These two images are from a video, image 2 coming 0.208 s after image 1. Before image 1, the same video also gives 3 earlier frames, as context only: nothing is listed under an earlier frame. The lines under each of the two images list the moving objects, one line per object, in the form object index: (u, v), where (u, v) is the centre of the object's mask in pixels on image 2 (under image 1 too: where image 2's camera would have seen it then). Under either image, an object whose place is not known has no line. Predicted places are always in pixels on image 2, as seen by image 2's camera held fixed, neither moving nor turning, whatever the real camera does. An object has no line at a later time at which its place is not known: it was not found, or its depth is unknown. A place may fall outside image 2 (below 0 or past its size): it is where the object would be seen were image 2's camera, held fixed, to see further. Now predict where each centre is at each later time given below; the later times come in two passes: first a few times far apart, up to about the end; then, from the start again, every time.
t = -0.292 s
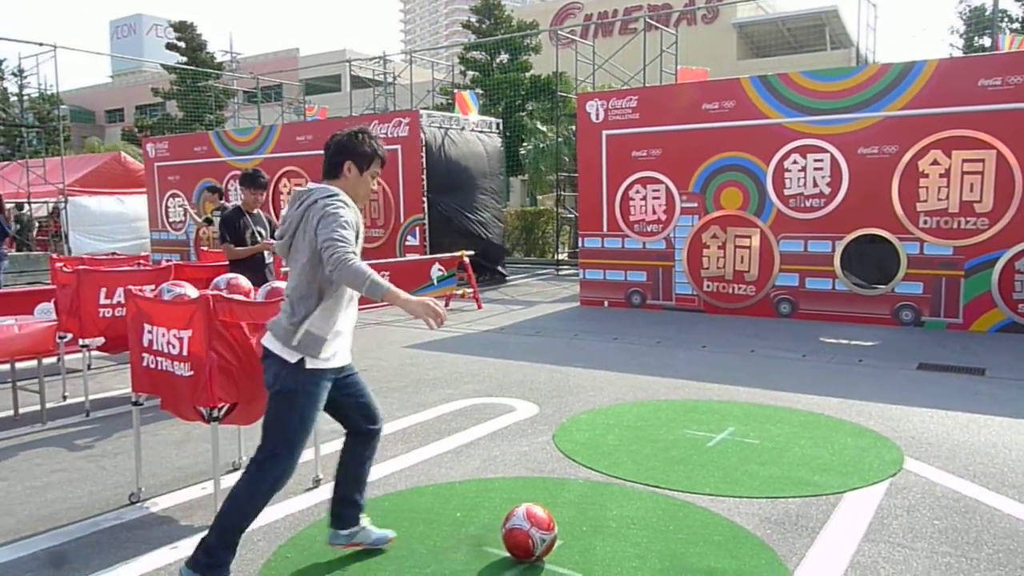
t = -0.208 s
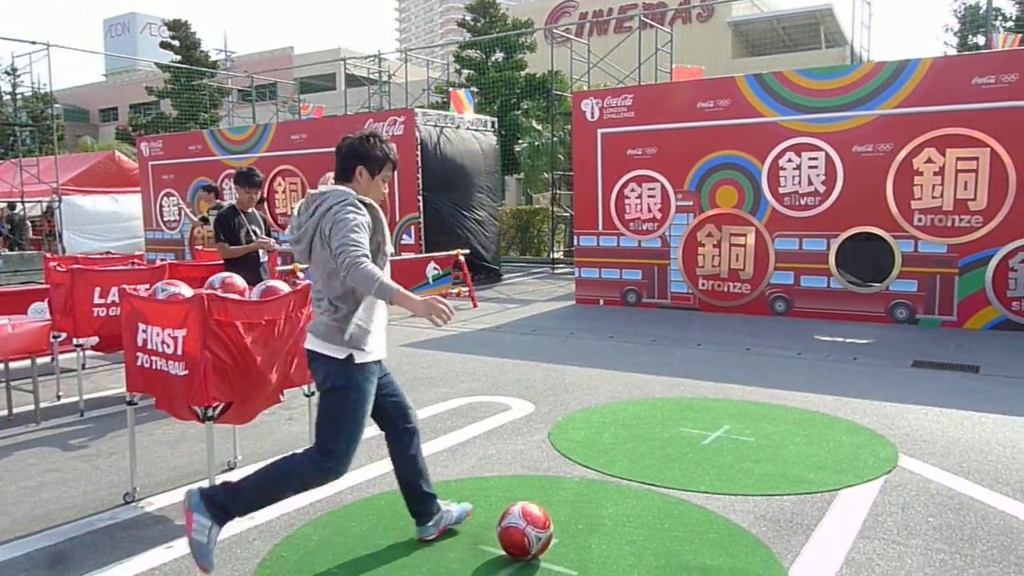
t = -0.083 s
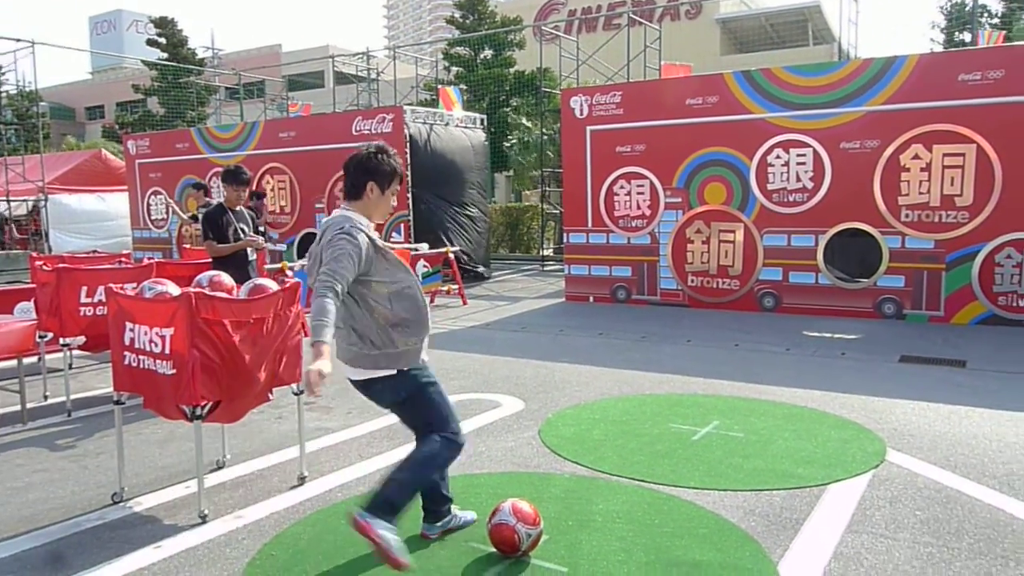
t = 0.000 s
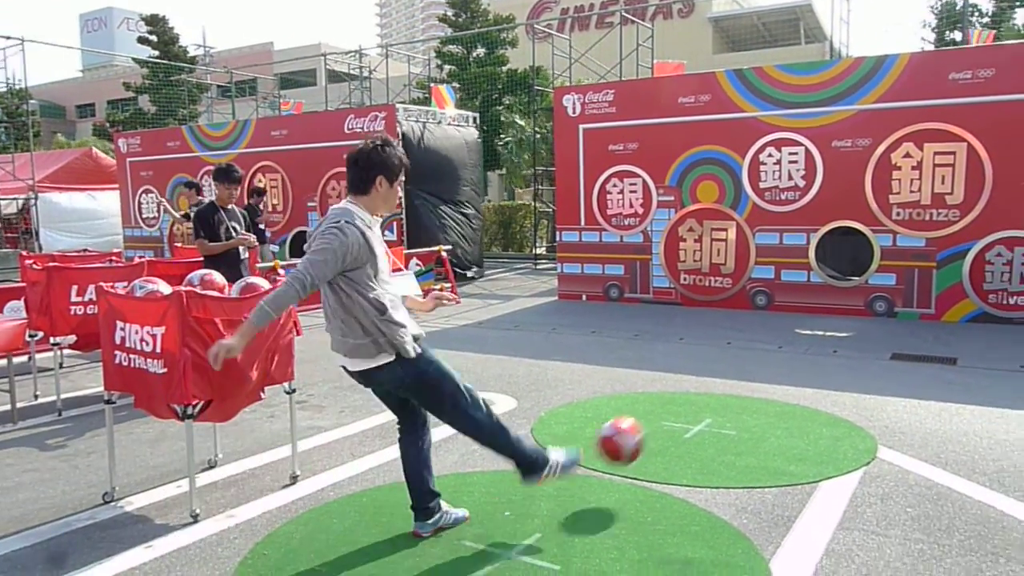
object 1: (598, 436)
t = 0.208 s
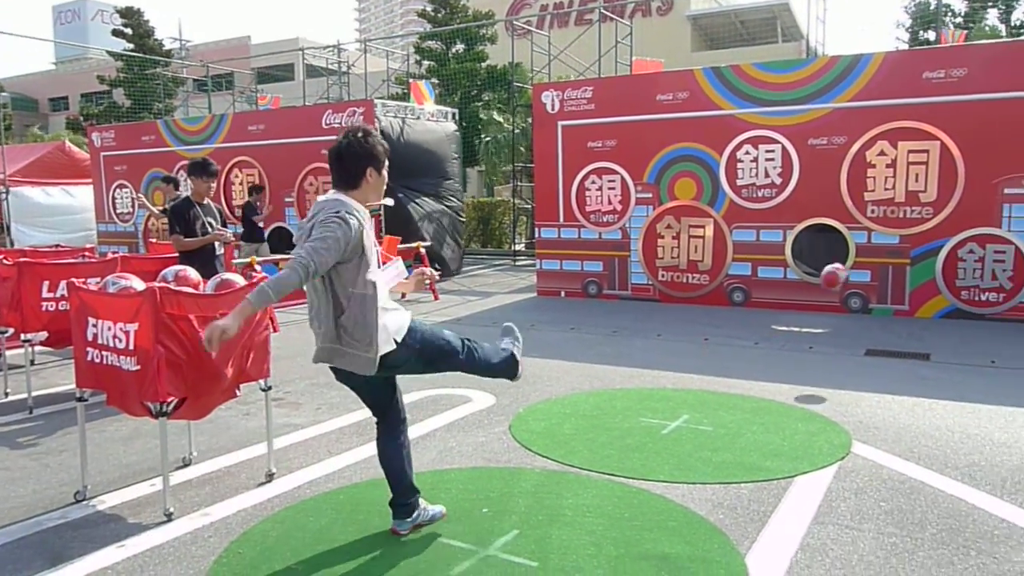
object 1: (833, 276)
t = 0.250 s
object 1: (858, 265)
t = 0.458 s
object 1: (925, 253)
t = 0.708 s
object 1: (975, 358)
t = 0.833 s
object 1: (1006, 322)
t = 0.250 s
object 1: (858, 265)
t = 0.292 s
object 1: (877, 257)
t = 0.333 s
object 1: (892, 252)
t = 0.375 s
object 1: (906, 247)
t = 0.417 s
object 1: (916, 246)
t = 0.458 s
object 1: (925, 253)
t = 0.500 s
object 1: (929, 263)
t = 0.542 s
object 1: (937, 276)
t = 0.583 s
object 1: (944, 290)
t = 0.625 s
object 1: (955, 309)
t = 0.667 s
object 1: (963, 331)
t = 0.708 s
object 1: (975, 358)
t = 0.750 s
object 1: (985, 347)
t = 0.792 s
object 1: (994, 334)
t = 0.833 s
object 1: (1006, 322)
